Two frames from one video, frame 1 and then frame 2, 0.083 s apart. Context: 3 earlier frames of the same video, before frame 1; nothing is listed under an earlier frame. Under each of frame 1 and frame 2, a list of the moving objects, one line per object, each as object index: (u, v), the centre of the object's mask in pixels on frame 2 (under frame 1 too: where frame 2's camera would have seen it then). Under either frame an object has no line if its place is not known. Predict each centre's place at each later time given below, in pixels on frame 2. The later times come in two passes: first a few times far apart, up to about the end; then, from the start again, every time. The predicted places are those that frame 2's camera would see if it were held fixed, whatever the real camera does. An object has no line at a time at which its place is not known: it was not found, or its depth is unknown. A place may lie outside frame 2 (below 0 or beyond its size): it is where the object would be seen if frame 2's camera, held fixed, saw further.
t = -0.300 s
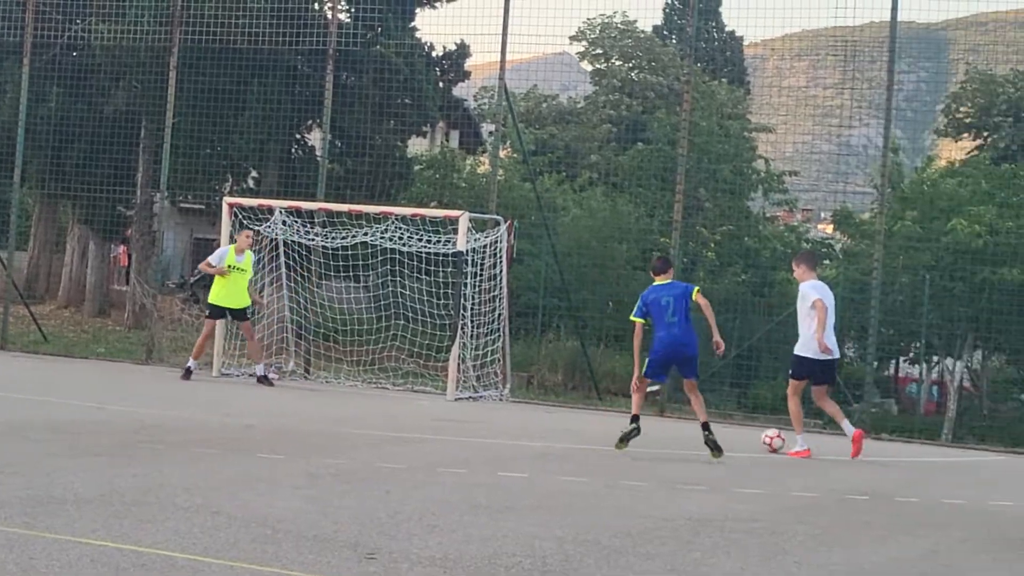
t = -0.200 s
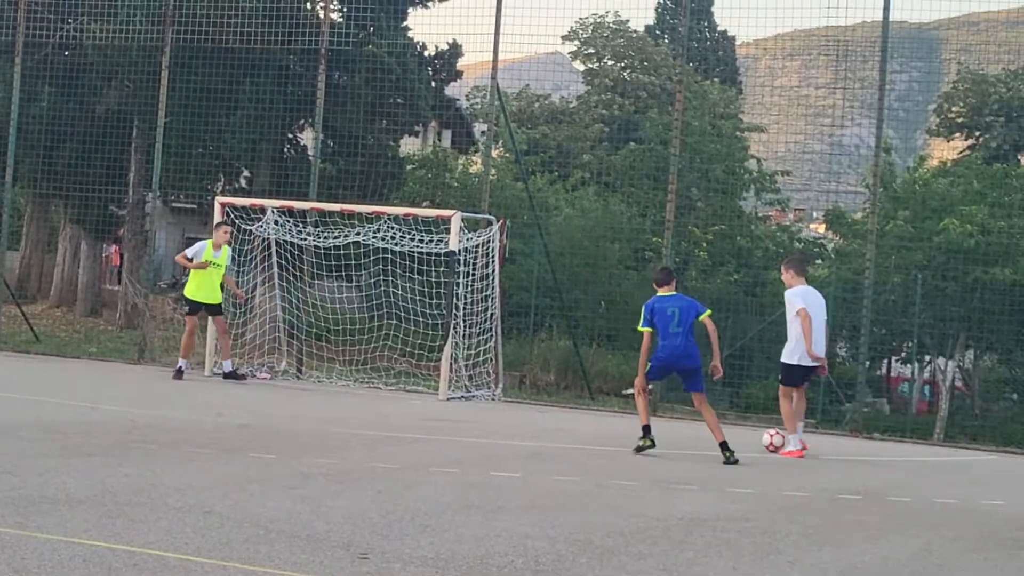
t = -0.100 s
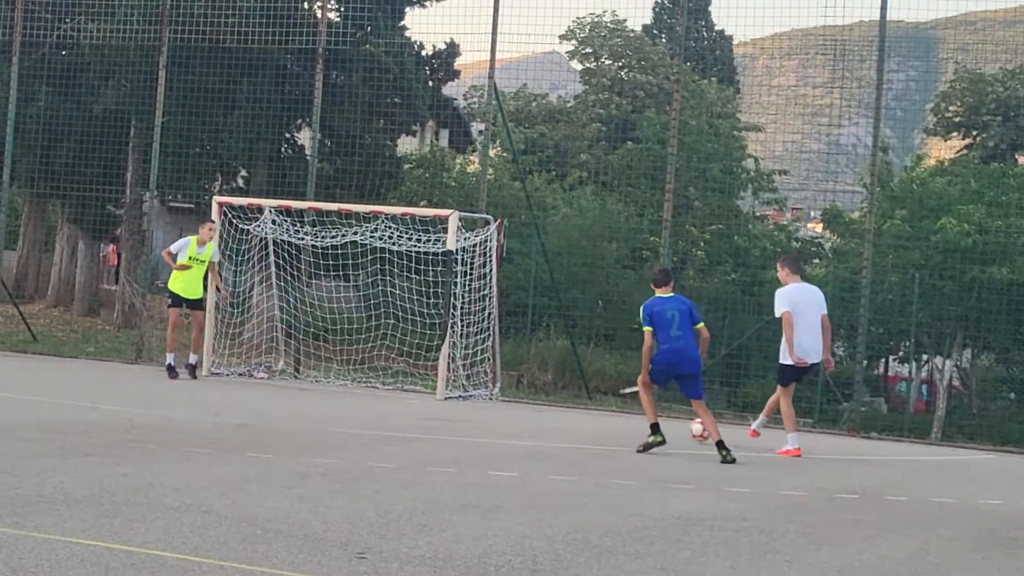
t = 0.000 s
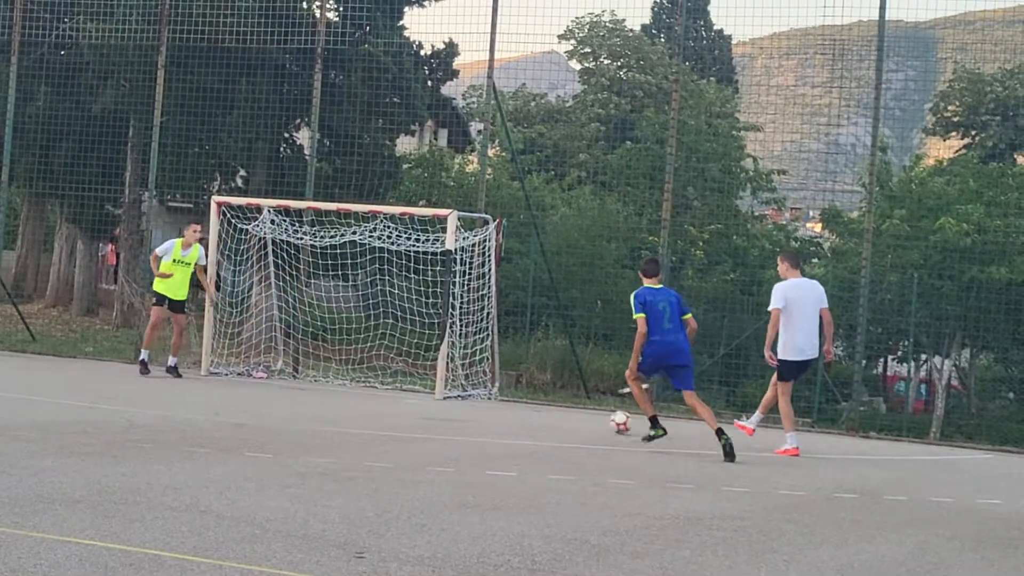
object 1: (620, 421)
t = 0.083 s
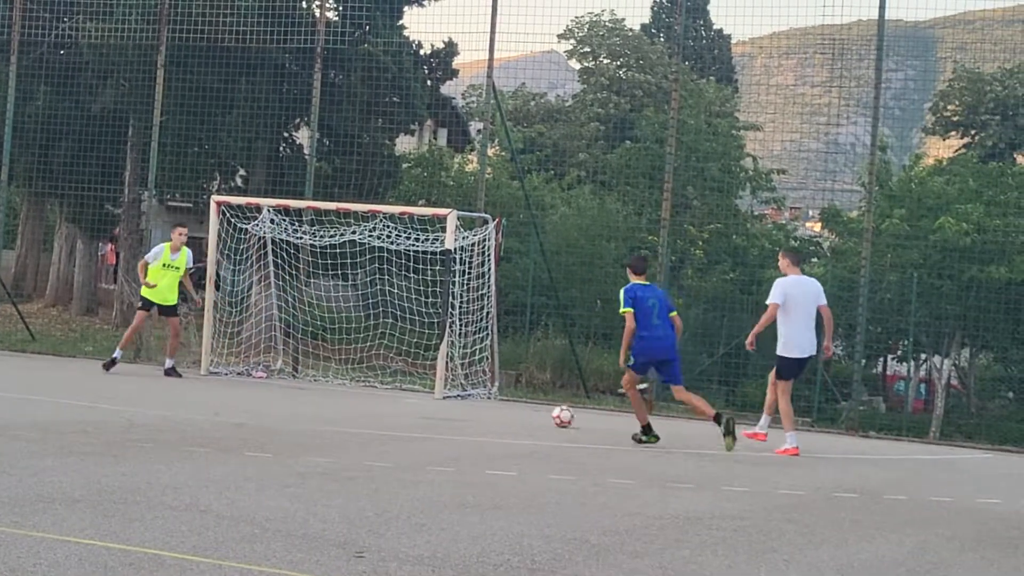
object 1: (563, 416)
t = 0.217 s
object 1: (484, 409)
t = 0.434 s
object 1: (382, 398)
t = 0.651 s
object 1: (290, 388)
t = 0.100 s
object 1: (552, 415)
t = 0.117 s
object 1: (542, 414)
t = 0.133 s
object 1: (531, 413)
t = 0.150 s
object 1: (522, 412)
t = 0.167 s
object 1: (512, 411)
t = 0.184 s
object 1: (503, 410)
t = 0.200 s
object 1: (492, 409)
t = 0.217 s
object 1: (484, 409)
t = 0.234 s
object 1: (475, 407)
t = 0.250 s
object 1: (466, 407)
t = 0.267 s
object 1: (457, 406)
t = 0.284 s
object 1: (449, 406)
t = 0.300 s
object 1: (442, 405)
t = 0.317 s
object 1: (434, 403)
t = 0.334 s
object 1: (426, 402)
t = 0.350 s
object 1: (419, 401)
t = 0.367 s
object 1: (412, 401)
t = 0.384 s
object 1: (404, 400)
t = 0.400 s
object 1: (396, 399)
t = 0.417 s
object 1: (389, 399)
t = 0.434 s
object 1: (382, 398)
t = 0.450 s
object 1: (375, 397)
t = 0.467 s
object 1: (368, 396)
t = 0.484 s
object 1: (361, 396)
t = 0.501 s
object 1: (353, 395)
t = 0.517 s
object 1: (345, 395)
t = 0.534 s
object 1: (339, 393)
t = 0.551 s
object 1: (332, 393)
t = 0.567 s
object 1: (326, 392)
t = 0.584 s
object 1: (317, 391)
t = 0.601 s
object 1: (312, 391)
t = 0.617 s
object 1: (305, 390)
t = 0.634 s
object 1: (298, 389)
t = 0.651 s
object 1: (290, 388)
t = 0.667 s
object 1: (285, 388)
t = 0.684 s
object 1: (278, 387)
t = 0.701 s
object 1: (271, 386)
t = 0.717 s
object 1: (264, 385)
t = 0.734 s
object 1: (258, 384)
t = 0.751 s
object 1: (252, 383)
